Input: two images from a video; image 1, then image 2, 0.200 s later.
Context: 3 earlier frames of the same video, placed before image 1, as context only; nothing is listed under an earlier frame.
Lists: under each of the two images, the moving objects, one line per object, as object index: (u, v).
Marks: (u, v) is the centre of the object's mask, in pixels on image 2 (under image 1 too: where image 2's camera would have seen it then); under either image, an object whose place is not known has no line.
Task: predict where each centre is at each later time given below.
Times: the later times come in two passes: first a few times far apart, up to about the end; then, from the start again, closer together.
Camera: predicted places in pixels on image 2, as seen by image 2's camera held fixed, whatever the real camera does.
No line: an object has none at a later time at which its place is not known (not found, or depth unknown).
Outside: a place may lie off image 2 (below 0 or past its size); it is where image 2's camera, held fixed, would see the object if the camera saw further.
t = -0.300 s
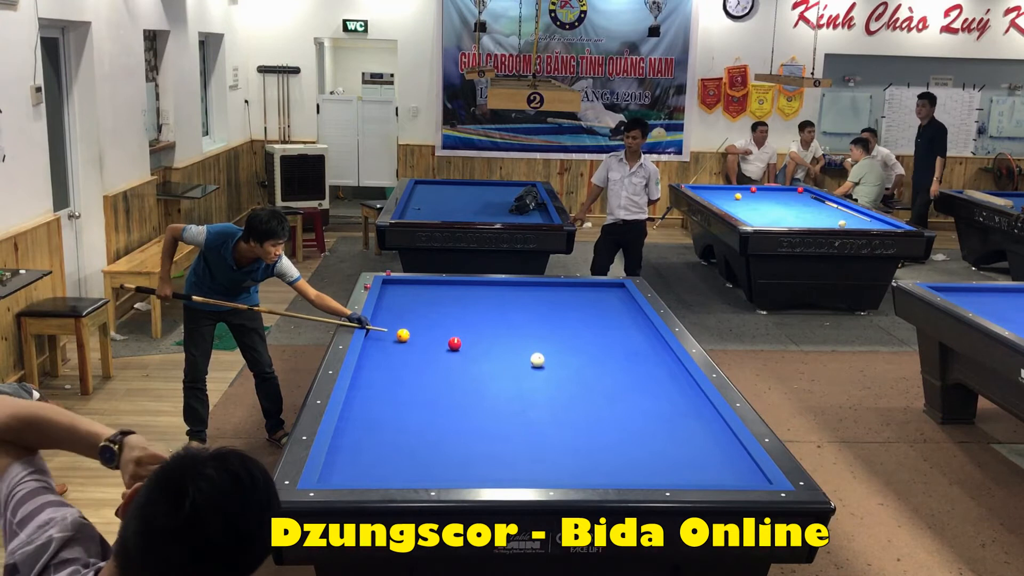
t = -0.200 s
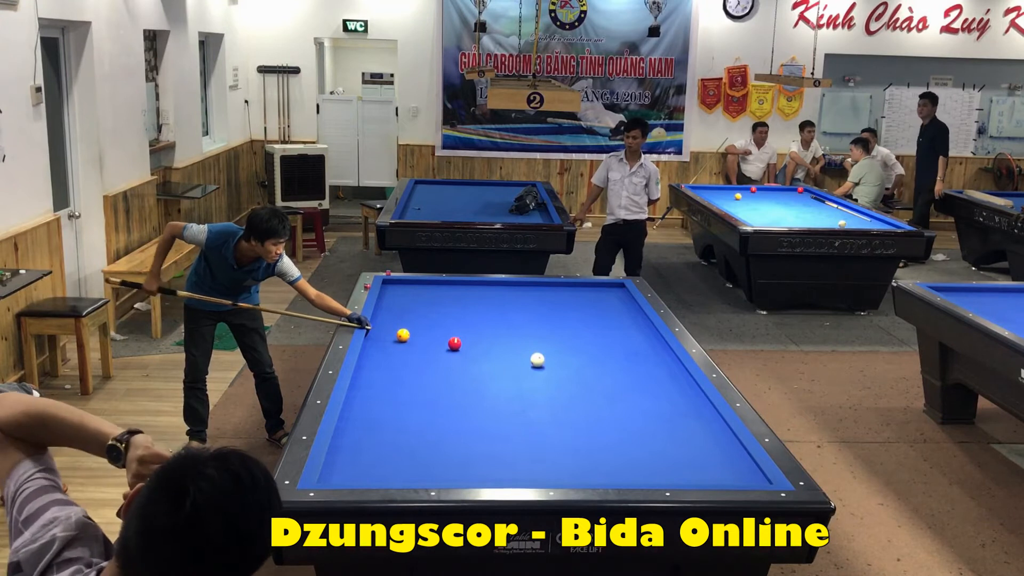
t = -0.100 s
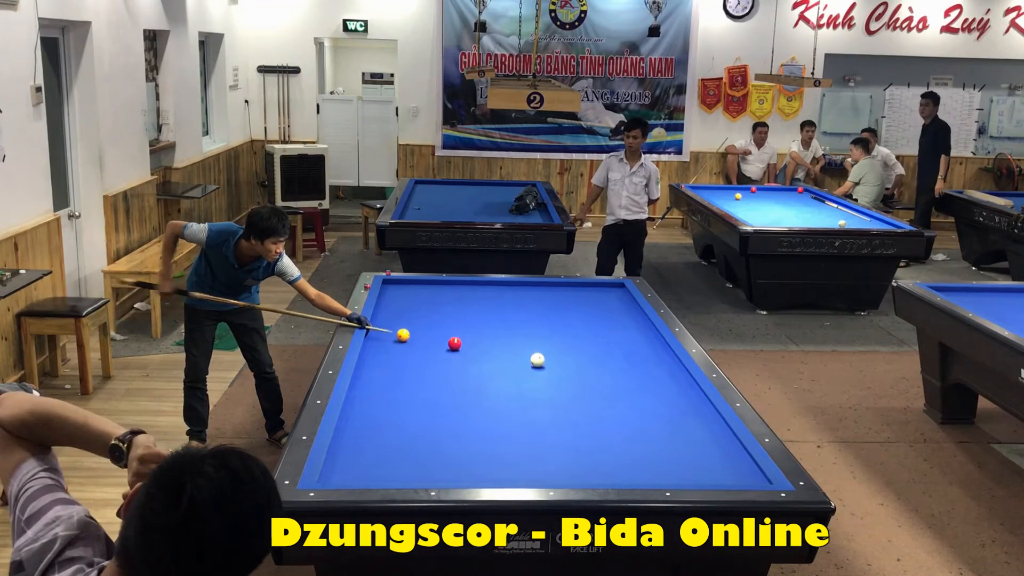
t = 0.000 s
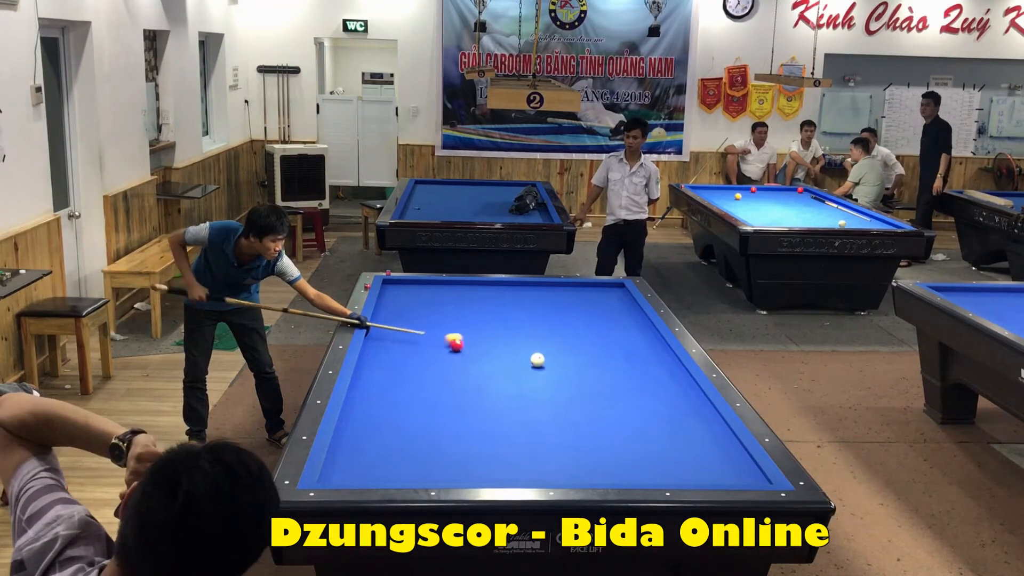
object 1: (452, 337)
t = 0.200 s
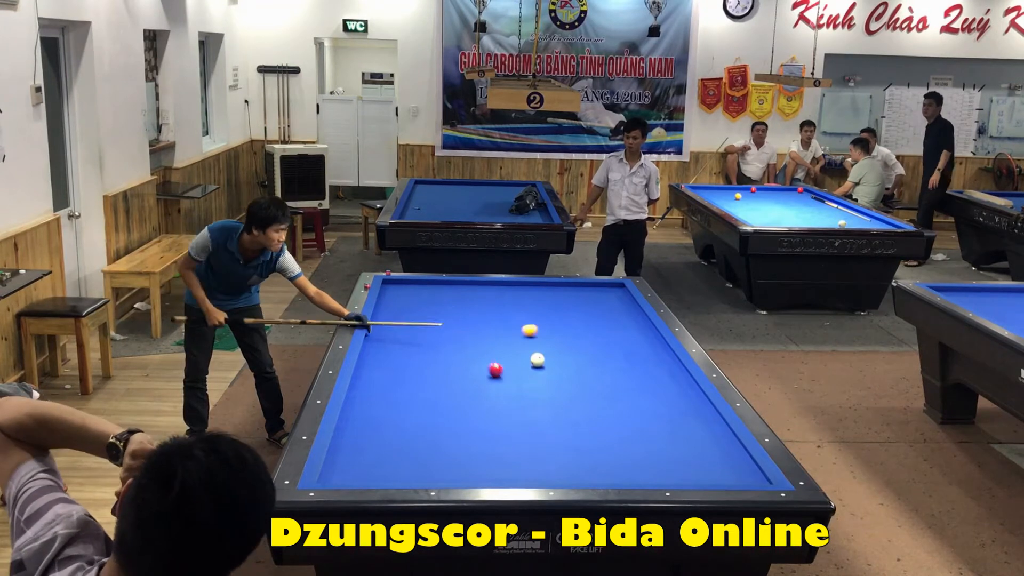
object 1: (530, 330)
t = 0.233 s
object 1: (541, 329)
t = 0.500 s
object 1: (617, 320)
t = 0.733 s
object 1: (607, 310)
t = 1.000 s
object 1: (556, 297)
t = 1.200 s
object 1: (525, 289)
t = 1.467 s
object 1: (487, 285)
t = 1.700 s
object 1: (452, 290)
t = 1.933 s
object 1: (416, 295)
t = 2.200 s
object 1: (388, 301)
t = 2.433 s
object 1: (410, 308)
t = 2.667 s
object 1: (430, 315)
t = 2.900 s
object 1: (451, 322)
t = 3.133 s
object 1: (472, 329)
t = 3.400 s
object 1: (497, 338)
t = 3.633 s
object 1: (520, 346)
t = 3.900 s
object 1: (548, 355)
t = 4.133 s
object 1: (571, 364)
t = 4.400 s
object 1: (600, 375)
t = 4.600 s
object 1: (622, 383)
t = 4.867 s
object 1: (653, 394)
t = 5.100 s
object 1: (682, 405)
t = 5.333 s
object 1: (712, 415)
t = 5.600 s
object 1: (706, 424)
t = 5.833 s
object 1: (701, 432)
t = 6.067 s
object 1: (696, 441)
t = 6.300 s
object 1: (691, 449)
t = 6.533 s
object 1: (686, 458)
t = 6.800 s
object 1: (679, 468)
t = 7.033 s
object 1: (674, 475)
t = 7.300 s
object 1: (666, 477)
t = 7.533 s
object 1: (657, 475)
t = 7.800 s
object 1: (648, 470)
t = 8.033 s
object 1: (641, 466)
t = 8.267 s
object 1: (635, 463)
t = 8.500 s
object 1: (629, 460)
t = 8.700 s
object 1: (625, 457)
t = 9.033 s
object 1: (618, 453)
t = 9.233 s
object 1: (614, 451)
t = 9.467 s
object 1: (610, 449)
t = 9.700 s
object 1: (607, 447)
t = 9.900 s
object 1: (605, 446)
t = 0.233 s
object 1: (541, 329)
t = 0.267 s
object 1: (551, 328)
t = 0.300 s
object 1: (562, 327)
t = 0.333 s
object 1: (571, 326)
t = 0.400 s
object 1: (590, 323)
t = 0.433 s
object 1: (599, 322)
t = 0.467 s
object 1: (608, 321)
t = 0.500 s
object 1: (617, 320)
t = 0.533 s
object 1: (627, 319)
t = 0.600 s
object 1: (642, 317)
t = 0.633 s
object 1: (633, 315)
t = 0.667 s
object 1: (624, 313)
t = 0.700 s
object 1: (616, 312)
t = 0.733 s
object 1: (607, 310)
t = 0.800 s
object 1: (592, 306)
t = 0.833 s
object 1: (585, 305)
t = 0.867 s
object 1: (579, 303)
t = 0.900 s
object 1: (572, 302)
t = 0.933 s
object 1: (566, 300)
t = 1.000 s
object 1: (556, 297)
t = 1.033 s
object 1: (550, 296)
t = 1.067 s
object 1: (545, 294)
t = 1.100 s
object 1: (540, 293)
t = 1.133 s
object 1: (535, 291)
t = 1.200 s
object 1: (525, 289)
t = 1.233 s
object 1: (520, 287)
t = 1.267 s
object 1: (516, 286)
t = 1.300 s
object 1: (511, 285)
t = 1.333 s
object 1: (507, 283)
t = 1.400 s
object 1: (497, 283)
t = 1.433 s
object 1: (492, 284)
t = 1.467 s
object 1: (487, 285)
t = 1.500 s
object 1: (482, 286)
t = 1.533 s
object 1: (477, 287)
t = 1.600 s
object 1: (467, 288)
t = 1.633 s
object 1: (462, 289)
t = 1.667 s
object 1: (457, 289)
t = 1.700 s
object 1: (452, 290)
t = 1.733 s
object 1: (447, 290)
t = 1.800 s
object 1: (436, 292)
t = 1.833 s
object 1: (431, 293)
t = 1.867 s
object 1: (426, 293)
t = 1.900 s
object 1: (421, 294)
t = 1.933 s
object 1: (416, 295)
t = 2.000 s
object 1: (405, 296)
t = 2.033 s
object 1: (400, 297)
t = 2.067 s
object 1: (394, 297)
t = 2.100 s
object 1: (389, 298)
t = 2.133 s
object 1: (383, 299)
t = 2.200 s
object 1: (388, 301)
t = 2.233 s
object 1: (392, 302)
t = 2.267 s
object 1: (396, 303)
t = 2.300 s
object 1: (399, 304)
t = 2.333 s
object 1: (402, 305)
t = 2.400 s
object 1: (407, 307)
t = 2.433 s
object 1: (410, 308)
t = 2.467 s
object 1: (413, 309)
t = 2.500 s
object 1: (416, 310)
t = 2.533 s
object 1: (419, 311)
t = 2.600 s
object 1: (424, 313)
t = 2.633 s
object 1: (427, 314)
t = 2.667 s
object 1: (430, 315)
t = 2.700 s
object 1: (433, 316)
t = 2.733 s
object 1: (436, 317)
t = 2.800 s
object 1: (442, 319)
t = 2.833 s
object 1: (445, 320)
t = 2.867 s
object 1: (448, 321)
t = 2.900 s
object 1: (451, 322)
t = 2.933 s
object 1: (454, 323)
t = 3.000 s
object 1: (460, 325)
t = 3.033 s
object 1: (463, 326)
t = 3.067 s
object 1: (466, 327)
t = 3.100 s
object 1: (469, 328)
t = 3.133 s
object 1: (472, 329)
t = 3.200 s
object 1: (478, 332)
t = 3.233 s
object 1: (481, 333)
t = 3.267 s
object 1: (484, 334)
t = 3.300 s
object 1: (487, 335)
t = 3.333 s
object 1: (491, 336)
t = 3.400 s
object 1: (497, 338)
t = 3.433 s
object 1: (500, 339)
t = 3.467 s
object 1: (504, 340)
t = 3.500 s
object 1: (507, 342)
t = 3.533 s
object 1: (510, 343)
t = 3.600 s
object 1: (517, 345)
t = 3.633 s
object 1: (520, 346)
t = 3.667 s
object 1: (523, 347)
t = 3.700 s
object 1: (526, 348)
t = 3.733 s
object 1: (529, 349)
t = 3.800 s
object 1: (536, 350)
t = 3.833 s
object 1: (540, 351)
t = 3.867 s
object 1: (545, 353)
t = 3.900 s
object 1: (548, 355)
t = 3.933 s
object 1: (550, 357)
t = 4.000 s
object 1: (557, 360)
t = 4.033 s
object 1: (561, 361)
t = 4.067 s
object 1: (564, 362)
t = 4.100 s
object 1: (568, 363)
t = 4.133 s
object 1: (571, 364)
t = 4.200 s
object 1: (578, 367)
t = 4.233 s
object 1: (582, 368)
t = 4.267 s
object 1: (585, 370)
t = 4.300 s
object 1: (589, 371)
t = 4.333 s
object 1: (593, 372)
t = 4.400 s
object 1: (600, 375)
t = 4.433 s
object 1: (604, 376)
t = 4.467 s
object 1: (607, 378)
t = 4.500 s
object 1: (611, 379)
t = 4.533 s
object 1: (615, 380)
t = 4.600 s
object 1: (622, 383)
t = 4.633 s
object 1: (626, 384)
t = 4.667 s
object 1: (630, 386)
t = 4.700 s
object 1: (634, 387)
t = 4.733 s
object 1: (638, 389)
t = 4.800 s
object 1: (646, 391)
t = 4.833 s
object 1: (650, 393)
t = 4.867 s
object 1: (653, 394)
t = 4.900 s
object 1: (657, 396)
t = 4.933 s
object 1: (662, 397)
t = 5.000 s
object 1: (669, 400)
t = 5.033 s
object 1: (674, 401)
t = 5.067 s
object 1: (678, 403)
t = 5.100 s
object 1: (682, 405)
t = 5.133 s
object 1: (686, 406)
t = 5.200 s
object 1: (694, 409)
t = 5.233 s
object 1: (699, 410)
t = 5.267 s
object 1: (703, 412)
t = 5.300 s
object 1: (707, 413)
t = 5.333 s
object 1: (712, 415)
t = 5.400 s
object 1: (711, 417)
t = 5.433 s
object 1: (709, 419)
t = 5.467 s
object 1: (709, 420)
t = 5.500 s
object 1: (708, 421)
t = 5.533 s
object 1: (707, 422)
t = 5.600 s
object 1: (706, 424)
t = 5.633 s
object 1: (705, 425)
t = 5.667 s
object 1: (705, 426)
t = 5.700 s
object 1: (704, 428)
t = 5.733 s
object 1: (703, 429)
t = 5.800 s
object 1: (702, 431)
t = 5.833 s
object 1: (701, 432)
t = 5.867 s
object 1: (700, 434)
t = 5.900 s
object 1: (700, 435)
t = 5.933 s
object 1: (699, 436)
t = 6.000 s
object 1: (698, 438)
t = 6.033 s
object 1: (697, 440)
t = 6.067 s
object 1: (696, 441)
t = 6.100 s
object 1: (695, 442)
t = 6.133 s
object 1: (695, 443)
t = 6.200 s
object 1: (693, 446)
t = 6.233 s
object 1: (692, 447)
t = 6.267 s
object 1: (692, 448)
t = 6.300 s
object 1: (691, 449)
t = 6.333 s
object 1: (690, 451)
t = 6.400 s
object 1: (689, 453)
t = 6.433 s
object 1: (688, 454)
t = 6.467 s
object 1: (687, 456)
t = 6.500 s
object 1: (686, 457)
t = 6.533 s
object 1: (686, 458)
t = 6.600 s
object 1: (684, 460)
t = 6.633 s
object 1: (683, 462)
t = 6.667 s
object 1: (683, 463)
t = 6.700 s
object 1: (682, 464)
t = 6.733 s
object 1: (681, 465)
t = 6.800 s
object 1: (679, 468)
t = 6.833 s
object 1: (679, 469)
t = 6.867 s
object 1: (678, 471)
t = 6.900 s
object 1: (677, 472)
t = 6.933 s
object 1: (676, 473)
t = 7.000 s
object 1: (675, 474)
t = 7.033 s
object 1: (674, 475)
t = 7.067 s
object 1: (673, 476)
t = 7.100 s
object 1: (672, 477)
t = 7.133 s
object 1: (671, 477)
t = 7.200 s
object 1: (670, 479)
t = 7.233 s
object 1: (668, 478)
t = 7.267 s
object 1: (667, 478)
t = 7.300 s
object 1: (666, 477)
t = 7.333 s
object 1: (664, 477)
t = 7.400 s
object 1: (662, 476)
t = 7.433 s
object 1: (661, 476)
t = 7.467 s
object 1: (659, 475)
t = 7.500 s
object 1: (658, 475)
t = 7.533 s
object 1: (657, 475)
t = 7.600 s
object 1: (655, 474)
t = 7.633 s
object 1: (654, 473)
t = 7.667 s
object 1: (653, 473)
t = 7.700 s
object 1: (651, 472)
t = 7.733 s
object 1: (650, 471)
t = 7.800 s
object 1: (648, 470)
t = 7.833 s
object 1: (647, 470)
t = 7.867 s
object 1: (646, 469)
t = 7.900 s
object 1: (645, 469)
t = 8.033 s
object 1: (641, 466)
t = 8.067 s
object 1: (640, 466)
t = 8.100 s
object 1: (639, 465)
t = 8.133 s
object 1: (638, 465)
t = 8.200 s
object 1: (636, 464)
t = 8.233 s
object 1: (636, 463)
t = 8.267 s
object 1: (635, 463)
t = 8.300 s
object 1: (634, 462)
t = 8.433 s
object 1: (630, 460)
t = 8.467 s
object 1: (630, 460)
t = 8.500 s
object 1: (629, 460)
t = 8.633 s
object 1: (626, 458)
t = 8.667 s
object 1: (625, 457)
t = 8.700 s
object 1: (625, 457)
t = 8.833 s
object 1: (622, 455)
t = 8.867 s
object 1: (621, 455)
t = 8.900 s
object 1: (620, 454)
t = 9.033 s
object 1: (618, 453)
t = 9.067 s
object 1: (617, 453)
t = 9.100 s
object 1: (616, 452)
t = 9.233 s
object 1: (614, 451)
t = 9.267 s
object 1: (614, 451)
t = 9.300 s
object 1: (613, 450)
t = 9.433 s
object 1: (611, 449)
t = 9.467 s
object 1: (610, 449)
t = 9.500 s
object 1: (610, 449)
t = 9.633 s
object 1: (608, 448)
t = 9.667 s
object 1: (608, 447)
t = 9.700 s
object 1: (607, 447)
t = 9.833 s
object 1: (606, 446)
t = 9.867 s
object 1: (606, 446)
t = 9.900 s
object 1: (605, 446)
